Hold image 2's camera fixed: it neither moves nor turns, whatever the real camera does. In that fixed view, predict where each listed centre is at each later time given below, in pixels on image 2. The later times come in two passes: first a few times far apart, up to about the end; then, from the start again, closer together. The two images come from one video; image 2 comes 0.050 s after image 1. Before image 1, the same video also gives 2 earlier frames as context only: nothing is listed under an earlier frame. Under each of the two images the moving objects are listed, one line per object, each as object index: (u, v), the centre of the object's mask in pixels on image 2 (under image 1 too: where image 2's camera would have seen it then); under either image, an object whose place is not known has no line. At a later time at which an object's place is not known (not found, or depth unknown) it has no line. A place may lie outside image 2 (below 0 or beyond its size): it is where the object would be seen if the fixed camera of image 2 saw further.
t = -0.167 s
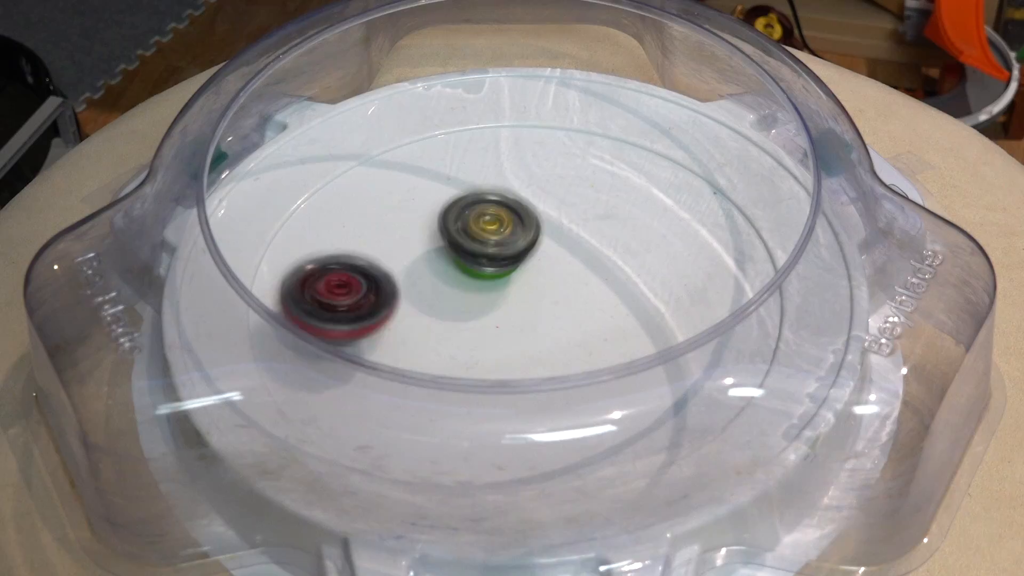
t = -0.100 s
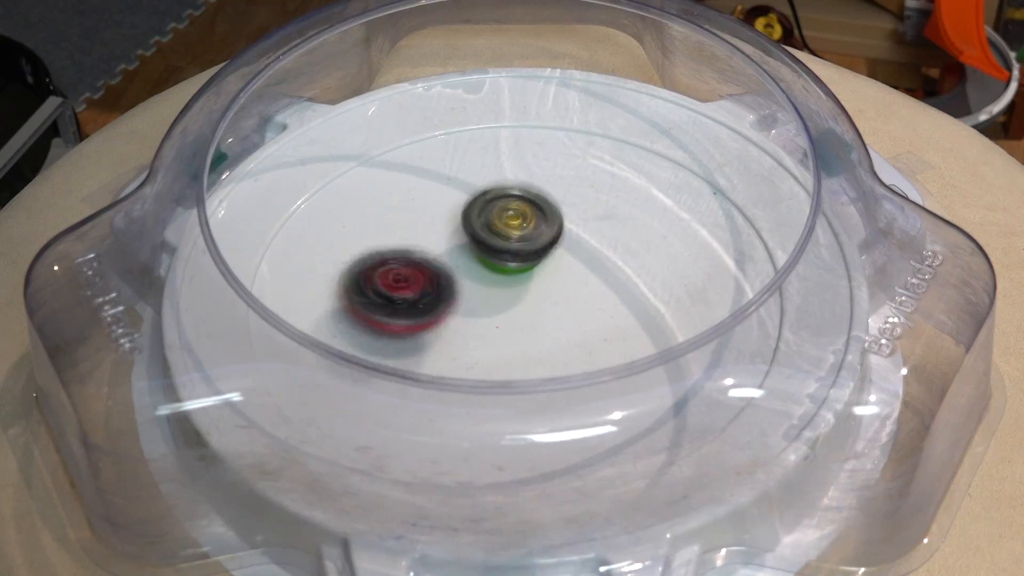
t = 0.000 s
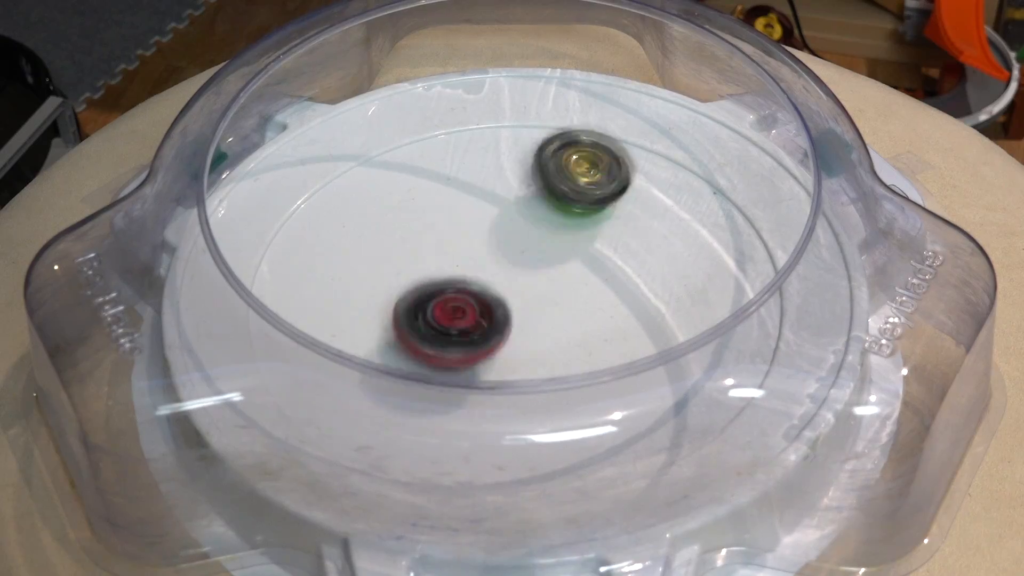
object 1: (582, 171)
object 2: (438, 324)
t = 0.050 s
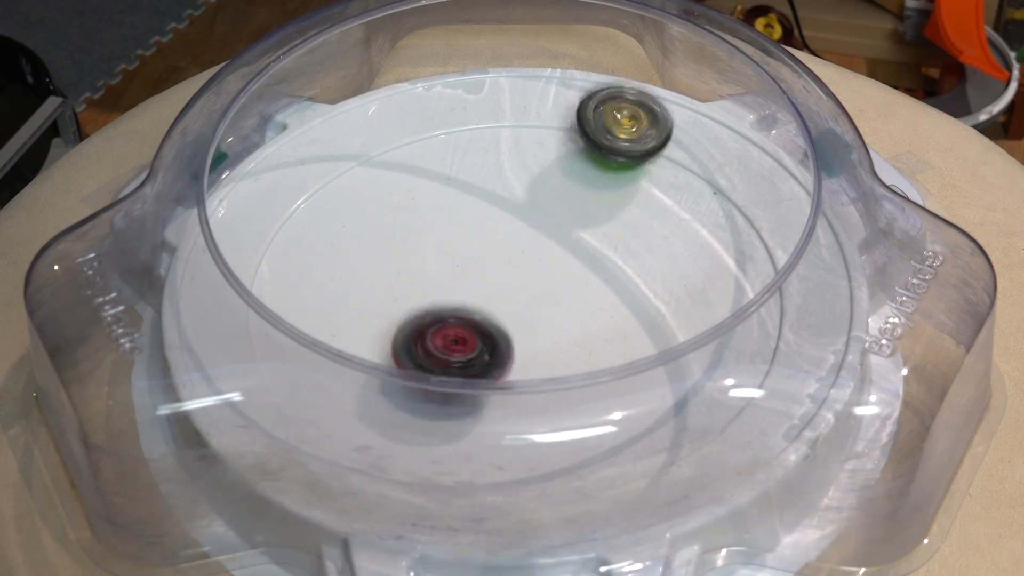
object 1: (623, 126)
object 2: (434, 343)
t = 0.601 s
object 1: (445, 184)
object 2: (446, 426)
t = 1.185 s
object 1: (555, 83)
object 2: (440, 440)
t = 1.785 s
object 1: (539, 160)
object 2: (534, 452)
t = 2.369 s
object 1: (643, 327)
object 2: (531, 200)
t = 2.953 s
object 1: (568, 433)
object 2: (529, 232)
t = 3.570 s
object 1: (368, 357)
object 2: (496, 211)
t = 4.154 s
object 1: (370, 315)
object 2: (520, 298)
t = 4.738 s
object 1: (450, 211)
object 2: (503, 343)
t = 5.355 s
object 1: (647, 232)
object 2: (501, 241)
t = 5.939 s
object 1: (649, 399)
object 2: (383, 251)
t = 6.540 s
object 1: (328, 315)
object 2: (553, 321)
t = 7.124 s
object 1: (485, 228)
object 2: (520, 306)
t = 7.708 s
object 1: (542, 196)
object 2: (461, 296)
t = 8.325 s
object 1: (576, 324)
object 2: (413, 326)
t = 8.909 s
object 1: (469, 367)
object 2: (508, 249)
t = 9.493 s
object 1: (407, 279)
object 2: (551, 264)
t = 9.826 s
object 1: (446, 266)
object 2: (618, 296)
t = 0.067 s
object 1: (631, 112)
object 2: (440, 349)
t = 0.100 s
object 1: (647, 92)
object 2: (437, 371)
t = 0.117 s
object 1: (654, 87)
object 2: (436, 376)
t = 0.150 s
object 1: (643, 91)
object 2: (445, 392)
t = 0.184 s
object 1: (633, 97)
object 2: (445, 396)
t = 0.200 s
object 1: (627, 101)
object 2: (437, 397)
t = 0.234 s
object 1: (610, 112)
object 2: (443, 398)
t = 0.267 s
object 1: (592, 128)
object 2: (442, 395)
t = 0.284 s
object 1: (580, 136)
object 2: (437, 392)
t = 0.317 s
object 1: (558, 153)
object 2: (431, 375)
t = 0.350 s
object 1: (533, 172)
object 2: (424, 363)
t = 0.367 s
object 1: (521, 183)
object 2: (420, 348)
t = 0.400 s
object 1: (497, 203)
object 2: (415, 340)
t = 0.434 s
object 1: (474, 225)
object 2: (419, 333)
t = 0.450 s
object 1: (465, 238)
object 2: (423, 328)
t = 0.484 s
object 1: (452, 235)
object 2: (428, 340)
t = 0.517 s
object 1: (446, 217)
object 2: (440, 373)
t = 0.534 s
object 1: (443, 209)
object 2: (443, 392)
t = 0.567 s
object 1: (443, 194)
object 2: (448, 419)
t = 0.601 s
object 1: (445, 184)
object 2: (446, 426)
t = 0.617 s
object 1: (447, 180)
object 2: (450, 431)
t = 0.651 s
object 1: (452, 176)
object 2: (456, 434)
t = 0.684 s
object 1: (458, 176)
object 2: (461, 435)
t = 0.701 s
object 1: (462, 177)
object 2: (465, 434)
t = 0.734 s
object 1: (467, 181)
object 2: (477, 431)
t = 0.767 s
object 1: (471, 187)
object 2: (495, 423)
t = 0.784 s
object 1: (473, 190)
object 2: (485, 418)
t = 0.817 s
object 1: (481, 197)
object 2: (505, 395)
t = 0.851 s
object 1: (490, 206)
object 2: (502, 368)
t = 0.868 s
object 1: (495, 210)
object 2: (493, 354)
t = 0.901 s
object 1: (506, 219)
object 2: (496, 343)
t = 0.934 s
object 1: (517, 229)
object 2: (497, 320)
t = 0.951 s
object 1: (524, 232)
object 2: (507, 314)
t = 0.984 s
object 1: (538, 197)
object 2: (504, 342)
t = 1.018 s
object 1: (551, 160)
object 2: (490, 358)
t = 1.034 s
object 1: (556, 144)
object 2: (482, 380)
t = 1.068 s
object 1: (562, 116)
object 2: (473, 418)
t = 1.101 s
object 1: (564, 93)
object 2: (462, 427)
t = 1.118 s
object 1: (563, 87)
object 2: (459, 432)
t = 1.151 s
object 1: (561, 86)
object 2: (449, 438)
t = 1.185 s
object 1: (555, 83)
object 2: (440, 440)
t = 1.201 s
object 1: (551, 82)
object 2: (436, 440)
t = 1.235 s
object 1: (546, 85)
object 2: (429, 437)
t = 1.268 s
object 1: (541, 90)
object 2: (427, 430)
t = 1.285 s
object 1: (538, 93)
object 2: (423, 423)
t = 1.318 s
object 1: (533, 105)
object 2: (419, 416)
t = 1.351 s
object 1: (526, 121)
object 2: (431, 395)
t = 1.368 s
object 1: (520, 130)
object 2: (436, 378)
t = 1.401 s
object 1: (511, 150)
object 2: (439, 350)
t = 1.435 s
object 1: (504, 171)
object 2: (451, 339)
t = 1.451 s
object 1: (501, 182)
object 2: (458, 333)
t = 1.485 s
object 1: (497, 207)
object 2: (471, 313)
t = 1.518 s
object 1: (496, 216)
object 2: (487, 319)
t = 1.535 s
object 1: (497, 199)
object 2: (494, 335)
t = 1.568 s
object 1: (500, 177)
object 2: (515, 370)
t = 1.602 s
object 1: (505, 159)
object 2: (515, 403)
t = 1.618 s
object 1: (507, 153)
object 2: (521, 423)
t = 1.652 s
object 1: (512, 144)
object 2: (529, 434)
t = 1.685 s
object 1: (518, 140)
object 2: (534, 446)
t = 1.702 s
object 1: (522, 140)
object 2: (535, 443)
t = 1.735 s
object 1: (528, 146)
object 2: (534, 448)
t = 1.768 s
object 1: (535, 155)
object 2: (534, 453)
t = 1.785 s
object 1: (539, 160)
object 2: (534, 452)
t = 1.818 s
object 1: (545, 173)
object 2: (533, 452)
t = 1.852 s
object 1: (552, 188)
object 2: (530, 448)
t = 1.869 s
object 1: (554, 196)
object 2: (542, 445)
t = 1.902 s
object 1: (562, 211)
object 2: (527, 438)
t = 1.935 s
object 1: (571, 228)
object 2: (508, 428)
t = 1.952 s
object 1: (576, 236)
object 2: (517, 420)
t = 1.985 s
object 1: (586, 252)
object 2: (509, 399)
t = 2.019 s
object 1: (597, 268)
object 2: (498, 376)
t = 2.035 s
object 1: (602, 275)
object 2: (506, 356)
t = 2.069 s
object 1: (613, 289)
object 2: (502, 342)
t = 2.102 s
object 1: (623, 300)
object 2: (501, 322)
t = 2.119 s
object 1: (626, 306)
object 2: (500, 310)
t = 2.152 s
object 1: (632, 313)
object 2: (500, 291)
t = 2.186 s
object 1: (637, 317)
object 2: (505, 270)
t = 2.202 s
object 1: (638, 320)
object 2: (508, 259)
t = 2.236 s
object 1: (641, 321)
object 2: (515, 239)
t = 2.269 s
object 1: (643, 324)
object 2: (511, 228)
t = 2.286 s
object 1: (643, 325)
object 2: (529, 215)
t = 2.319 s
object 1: (646, 335)
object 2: (538, 209)
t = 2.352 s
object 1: (646, 337)
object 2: (531, 207)
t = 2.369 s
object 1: (643, 327)
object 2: (531, 200)
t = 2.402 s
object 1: (641, 328)
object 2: (551, 196)
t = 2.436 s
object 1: (638, 329)
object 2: (539, 207)
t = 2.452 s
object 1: (635, 329)
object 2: (540, 205)
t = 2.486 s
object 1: (629, 330)
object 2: (545, 214)
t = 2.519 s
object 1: (621, 330)
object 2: (543, 235)
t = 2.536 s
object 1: (617, 331)
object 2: (545, 233)
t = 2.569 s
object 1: (608, 332)
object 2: (552, 246)
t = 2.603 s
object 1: (599, 335)
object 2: (548, 265)
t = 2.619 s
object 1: (600, 353)
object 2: (546, 253)
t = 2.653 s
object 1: (596, 371)
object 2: (540, 245)
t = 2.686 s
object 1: (590, 399)
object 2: (534, 231)
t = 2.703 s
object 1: (588, 415)
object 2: (532, 226)
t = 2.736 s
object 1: (588, 422)
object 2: (526, 228)
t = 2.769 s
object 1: (588, 427)
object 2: (528, 216)
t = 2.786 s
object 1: (586, 429)
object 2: (523, 220)
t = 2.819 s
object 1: (583, 432)
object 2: (522, 214)
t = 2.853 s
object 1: (582, 435)
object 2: (528, 218)
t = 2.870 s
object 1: (579, 434)
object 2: (527, 222)
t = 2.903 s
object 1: (574, 434)
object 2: (527, 221)
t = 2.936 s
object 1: (570, 434)
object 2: (532, 232)
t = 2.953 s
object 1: (568, 433)
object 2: (529, 232)
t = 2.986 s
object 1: (560, 430)
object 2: (537, 244)
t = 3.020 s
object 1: (551, 425)
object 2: (528, 248)
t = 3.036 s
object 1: (546, 423)
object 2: (532, 252)
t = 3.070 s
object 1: (535, 420)
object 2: (523, 261)
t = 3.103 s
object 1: (527, 404)
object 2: (519, 264)
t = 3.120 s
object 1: (521, 397)
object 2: (514, 266)
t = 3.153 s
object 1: (510, 381)
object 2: (499, 273)
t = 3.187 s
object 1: (496, 367)
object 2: (492, 273)
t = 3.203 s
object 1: (490, 354)
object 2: (482, 274)
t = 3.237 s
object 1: (472, 355)
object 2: (478, 261)
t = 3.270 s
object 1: (455, 365)
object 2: (477, 244)
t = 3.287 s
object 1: (446, 365)
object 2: (476, 240)
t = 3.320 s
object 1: (429, 367)
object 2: (477, 228)
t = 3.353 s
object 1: (413, 369)
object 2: (480, 221)
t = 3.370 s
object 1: (403, 368)
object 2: (482, 216)
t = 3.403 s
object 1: (393, 366)
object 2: (486, 211)
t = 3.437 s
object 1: (381, 365)
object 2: (488, 208)
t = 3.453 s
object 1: (380, 368)
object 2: (490, 204)
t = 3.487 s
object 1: (374, 362)
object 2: (491, 206)
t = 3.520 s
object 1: (371, 361)
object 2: (494, 205)
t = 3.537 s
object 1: (368, 362)
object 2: (494, 207)
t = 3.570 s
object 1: (368, 357)
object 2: (496, 211)
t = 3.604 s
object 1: (371, 349)
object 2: (485, 220)
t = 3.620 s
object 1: (370, 345)
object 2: (483, 223)
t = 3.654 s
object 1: (375, 332)
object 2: (470, 236)
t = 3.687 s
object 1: (375, 337)
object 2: (464, 246)
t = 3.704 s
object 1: (380, 327)
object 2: (455, 252)
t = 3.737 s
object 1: (378, 323)
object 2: (444, 257)
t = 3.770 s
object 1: (361, 323)
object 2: (464, 246)
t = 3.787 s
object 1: (352, 322)
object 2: (476, 241)
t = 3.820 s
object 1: (337, 332)
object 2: (491, 229)
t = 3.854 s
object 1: (323, 333)
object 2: (510, 221)
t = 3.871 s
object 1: (320, 334)
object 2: (511, 217)
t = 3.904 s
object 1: (313, 334)
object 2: (523, 215)
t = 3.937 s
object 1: (310, 333)
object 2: (540, 215)
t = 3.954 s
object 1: (310, 333)
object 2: (538, 216)
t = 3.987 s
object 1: (314, 331)
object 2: (548, 223)
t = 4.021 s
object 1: (322, 330)
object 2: (543, 234)
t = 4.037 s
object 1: (326, 326)
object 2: (551, 242)
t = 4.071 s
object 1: (341, 318)
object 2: (542, 256)
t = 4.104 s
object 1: (351, 318)
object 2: (540, 274)
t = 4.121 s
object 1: (357, 316)
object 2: (531, 281)
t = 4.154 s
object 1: (370, 315)
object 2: (520, 298)
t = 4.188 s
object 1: (386, 310)
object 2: (508, 308)
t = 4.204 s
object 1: (396, 308)
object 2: (506, 315)
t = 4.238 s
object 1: (389, 292)
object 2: (525, 324)
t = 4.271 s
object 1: (372, 276)
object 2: (558, 329)
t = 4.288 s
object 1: (367, 268)
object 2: (575, 334)
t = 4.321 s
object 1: (358, 254)
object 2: (605, 334)
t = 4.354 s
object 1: (354, 243)
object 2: (621, 335)
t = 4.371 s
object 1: (354, 238)
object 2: (631, 336)
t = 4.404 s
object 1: (352, 228)
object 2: (640, 336)
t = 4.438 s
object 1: (354, 221)
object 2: (647, 350)
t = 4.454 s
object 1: (356, 216)
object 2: (649, 348)
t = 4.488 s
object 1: (360, 212)
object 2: (639, 347)
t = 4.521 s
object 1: (368, 209)
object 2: (626, 340)
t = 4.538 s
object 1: (371, 207)
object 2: (621, 340)
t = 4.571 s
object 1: (380, 206)
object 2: (612, 351)
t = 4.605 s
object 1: (392, 206)
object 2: (588, 345)
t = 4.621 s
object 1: (397, 205)
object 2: (574, 345)
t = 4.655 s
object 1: (412, 206)
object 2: (553, 346)
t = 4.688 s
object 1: (428, 207)
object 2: (534, 346)
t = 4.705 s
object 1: (434, 208)
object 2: (520, 345)
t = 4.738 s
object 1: (450, 211)
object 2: (503, 343)
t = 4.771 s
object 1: (467, 212)
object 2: (490, 340)
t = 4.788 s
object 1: (476, 214)
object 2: (481, 337)
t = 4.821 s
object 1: (494, 217)
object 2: (472, 327)
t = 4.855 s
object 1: (509, 219)
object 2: (469, 316)
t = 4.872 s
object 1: (520, 221)
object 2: (461, 310)
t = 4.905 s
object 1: (537, 221)
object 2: (461, 298)
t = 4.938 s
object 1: (559, 218)
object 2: (456, 291)
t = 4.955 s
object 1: (570, 214)
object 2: (450, 293)
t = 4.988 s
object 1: (592, 207)
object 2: (438, 292)
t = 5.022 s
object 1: (609, 203)
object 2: (439, 293)
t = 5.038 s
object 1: (618, 202)
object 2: (437, 294)
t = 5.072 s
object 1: (631, 198)
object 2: (440, 296)
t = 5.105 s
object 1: (644, 197)
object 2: (447, 292)
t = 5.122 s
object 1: (647, 195)
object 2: (450, 288)
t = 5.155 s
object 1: (653, 197)
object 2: (452, 284)
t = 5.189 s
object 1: (657, 198)
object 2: (463, 277)
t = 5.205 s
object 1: (659, 202)
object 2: (469, 270)
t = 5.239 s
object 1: (661, 206)
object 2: (477, 264)
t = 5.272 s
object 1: (658, 211)
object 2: (483, 258)
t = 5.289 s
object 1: (656, 215)
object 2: (495, 253)
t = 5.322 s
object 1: (651, 223)
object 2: (501, 247)
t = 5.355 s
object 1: (647, 232)
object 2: (501, 241)
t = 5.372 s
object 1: (645, 237)
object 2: (508, 242)
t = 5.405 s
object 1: (638, 247)
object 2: (511, 239)
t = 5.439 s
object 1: (631, 258)
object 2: (506, 239)
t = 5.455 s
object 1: (627, 265)
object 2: (500, 242)
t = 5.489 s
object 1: (621, 276)
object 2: (498, 248)
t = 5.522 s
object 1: (614, 287)
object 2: (493, 256)
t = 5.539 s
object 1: (610, 293)
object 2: (487, 263)
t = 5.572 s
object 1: (603, 305)
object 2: (481, 277)
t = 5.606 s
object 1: (619, 318)
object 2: (451, 281)
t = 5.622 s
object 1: (625, 322)
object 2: (431, 280)
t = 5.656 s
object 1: (635, 328)
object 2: (405, 284)
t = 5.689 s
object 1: (648, 350)
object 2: (387, 286)
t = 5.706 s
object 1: (654, 354)
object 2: (379, 281)
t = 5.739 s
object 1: (660, 366)
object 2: (371, 281)
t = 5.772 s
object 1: (666, 373)
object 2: (364, 277)
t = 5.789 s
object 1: (666, 375)
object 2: (363, 278)
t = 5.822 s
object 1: (668, 383)
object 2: (364, 274)
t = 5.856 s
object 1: (666, 393)
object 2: (368, 268)
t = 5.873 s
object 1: (664, 394)
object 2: (365, 265)
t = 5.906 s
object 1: (656, 397)
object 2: (375, 259)
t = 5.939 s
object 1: (649, 399)
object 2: (383, 251)
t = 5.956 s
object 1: (644, 399)
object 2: (396, 247)
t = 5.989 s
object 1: (631, 392)
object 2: (407, 240)
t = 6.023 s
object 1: (616, 391)
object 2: (426, 236)
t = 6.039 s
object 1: (610, 390)
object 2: (438, 235)
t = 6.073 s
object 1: (592, 387)
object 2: (456, 231)
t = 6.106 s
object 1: (579, 388)
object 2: (469, 228)
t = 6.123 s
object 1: (565, 376)
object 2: (480, 227)
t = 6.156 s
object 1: (548, 376)
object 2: (487, 227)
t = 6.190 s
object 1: (529, 372)
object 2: (496, 229)
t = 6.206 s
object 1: (518, 368)
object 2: (501, 233)
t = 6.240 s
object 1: (500, 362)
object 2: (505, 240)
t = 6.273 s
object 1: (480, 361)
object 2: (507, 249)
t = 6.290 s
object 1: (475, 349)
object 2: (506, 253)
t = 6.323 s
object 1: (454, 349)
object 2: (505, 265)
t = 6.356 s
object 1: (439, 343)
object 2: (506, 280)
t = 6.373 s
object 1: (429, 340)
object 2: (510, 290)
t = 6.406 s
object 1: (407, 335)
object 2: (520, 300)
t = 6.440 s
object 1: (383, 333)
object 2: (535, 306)
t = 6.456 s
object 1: (372, 328)
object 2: (534, 308)
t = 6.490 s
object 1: (352, 324)
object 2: (541, 313)
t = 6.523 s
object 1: (334, 318)
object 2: (546, 318)
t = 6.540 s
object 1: (328, 315)
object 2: (553, 321)
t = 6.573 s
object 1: (315, 309)
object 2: (549, 324)
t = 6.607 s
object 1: (307, 303)
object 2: (545, 326)
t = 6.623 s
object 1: (303, 300)
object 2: (547, 325)
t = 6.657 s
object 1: (299, 296)
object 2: (542, 325)
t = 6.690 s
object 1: (295, 292)
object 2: (533, 324)
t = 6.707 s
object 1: (296, 290)
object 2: (527, 325)
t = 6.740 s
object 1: (298, 287)
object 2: (520, 324)
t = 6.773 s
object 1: (305, 285)
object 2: (512, 322)
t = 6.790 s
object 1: (308, 283)
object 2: (514, 321)
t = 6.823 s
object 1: (320, 279)
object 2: (508, 319)
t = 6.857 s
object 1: (333, 274)
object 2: (501, 318)
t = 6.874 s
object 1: (343, 272)
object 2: (491, 318)
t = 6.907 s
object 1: (360, 268)
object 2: (488, 315)
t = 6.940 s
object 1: (378, 261)
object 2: (486, 312)
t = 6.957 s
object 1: (389, 261)
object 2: (488, 315)
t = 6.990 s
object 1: (409, 254)
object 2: (491, 315)
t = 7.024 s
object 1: (429, 250)
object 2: (498, 312)
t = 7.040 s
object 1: (438, 247)
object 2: (500, 310)
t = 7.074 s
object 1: (457, 240)
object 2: (506, 310)
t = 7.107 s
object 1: (477, 232)
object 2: (515, 307)
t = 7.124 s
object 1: (485, 228)
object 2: (520, 306)
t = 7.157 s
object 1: (504, 221)
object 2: (526, 298)
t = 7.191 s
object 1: (520, 211)
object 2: (540, 293)
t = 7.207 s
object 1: (527, 207)
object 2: (543, 290)
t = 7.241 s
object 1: (542, 198)
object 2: (543, 282)
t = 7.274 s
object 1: (553, 188)
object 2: (544, 274)
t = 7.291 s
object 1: (557, 184)
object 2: (544, 270)
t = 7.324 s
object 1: (566, 177)
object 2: (547, 264)
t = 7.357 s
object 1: (569, 169)
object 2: (542, 257)
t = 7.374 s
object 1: (569, 165)
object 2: (536, 252)
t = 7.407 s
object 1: (571, 158)
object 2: (526, 249)
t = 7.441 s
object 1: (571, 154)
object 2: (515, 248)
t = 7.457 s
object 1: (569, 154)
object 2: (506, 246)
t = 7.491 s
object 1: (564, 152)
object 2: (496, 249)
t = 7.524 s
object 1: (562, 151)
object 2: (488, 253)
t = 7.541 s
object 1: (563, 153)
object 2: (476, 255)
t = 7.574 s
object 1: (557, 158)
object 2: (464, 263)
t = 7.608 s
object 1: (552, 164)
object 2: (455, 271)
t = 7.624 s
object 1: (551, 168)
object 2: (456, 275)
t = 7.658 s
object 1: (549, 179)
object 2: (453, 285)
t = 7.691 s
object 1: (544, 190)
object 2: (456, 294)
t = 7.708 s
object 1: (542, 196)
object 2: (461, 296)
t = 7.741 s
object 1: (538, 208)
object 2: (468, 303)
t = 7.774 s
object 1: (537, 220)
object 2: (475, 310)
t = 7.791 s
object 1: (535, 226)
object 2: (481, 310)
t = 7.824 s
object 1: (535, 237)
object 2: (492, 315)
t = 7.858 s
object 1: (538, 243)
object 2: (495, 329)
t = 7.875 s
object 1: (540, 246)
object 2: (495, 333)
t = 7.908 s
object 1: (547, 253)
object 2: (499, 335)
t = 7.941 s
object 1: (554, 259)
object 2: (495, 339)
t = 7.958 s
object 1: (556, 262)
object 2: (498, 340)
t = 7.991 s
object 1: (560, 269)
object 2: (500, 340)
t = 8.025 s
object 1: (562, 276)
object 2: (501, 341)
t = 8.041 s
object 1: (565, 278)
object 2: (488, 339)
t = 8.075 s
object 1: (573, 278)
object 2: (481, 344)
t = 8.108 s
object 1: (580, 278)
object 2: (470, 347)
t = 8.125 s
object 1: (583, 279)
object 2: (454, 344)
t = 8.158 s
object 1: (585, 284)
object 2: (444, 344)
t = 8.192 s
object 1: (586, 290)
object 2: (438, 343)
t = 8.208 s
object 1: (585, 295)
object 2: (431, 340)
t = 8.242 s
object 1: (584, 303)
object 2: (431, 337)
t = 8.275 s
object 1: (581, 312)
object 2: (425, 335)
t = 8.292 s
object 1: (580, 316)
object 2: (414, 330)
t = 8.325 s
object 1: (576, 324)
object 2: (413, 326)
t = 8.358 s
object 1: (572, 330)
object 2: (411, 321)
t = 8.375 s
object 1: (569, 331)
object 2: (410, 319)
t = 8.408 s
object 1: (565, 336)
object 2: (418, 315)
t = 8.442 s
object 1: (558, 340)
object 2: (422, 312)
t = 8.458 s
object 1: (555, 342)
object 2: (427, 310)
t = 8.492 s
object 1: (548, 345)
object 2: (441, 310)
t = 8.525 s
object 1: (544, 350)
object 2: (438, 304)
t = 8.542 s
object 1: (548, 363)
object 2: (443, 293)
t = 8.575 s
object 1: (551, 375)
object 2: (432, 286)
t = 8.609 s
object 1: (550, 378)
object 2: (432, 275)
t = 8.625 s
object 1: (546, 378)
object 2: (437, 270)
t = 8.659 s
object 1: (539, 379)
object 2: (437, 263)
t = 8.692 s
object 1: (530, 380)
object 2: (443, 255)
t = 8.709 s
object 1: (526, 380)
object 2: (448, 253)
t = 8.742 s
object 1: (517, 381)
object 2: (453, 251)
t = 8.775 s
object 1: (509, 381)
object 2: (469, 244)
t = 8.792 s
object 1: (503, 380)
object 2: (466, 250)
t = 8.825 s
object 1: (493, 377)
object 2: (481, 244)
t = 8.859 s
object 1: (483, 372)
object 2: (492, 248)
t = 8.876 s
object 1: (478, 370)
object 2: (497, 248)
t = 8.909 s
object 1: (469, 367)
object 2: (508, 249)
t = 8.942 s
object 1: (460, 360)
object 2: (510, 251)
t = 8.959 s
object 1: (458, 350)
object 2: (516, 250)
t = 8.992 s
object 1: (451, 345)
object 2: (522, 255)
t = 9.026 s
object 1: (446, 339)
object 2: (531, 251)
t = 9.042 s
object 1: (442, 336)
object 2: (533, 253)
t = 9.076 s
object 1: (438, 333)
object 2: (534, 250)
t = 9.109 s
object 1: (435, 326)
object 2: (539, 252)
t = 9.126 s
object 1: (435, 322)
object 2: (530, 250)
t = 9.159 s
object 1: (433, 313)
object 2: (534, 256)
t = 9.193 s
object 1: (433, 305)
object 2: (527, 261)
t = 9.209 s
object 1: (434, 300)
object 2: (530, 262)
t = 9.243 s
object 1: (434, 292)
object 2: (522, 266)
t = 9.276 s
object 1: (418, 290)
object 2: (531, 262)
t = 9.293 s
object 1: (411, 289)
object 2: (539, 257)
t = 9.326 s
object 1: (399, 290)
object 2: (558, 254)
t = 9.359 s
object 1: (394, 289)
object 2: (553, 253)
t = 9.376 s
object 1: (393, 288)
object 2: (564, 252)
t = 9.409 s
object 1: (395, 287)
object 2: (553, 255)
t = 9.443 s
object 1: (399, 284)
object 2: (562, 254)
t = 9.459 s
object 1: (402, 283)
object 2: (550, 262)
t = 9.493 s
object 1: (407, 279)
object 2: (551, 264)
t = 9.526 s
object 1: (415, 277)
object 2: (543, 275)
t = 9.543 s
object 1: (419, 276)
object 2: (541, 274)
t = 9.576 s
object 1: (428, 273)
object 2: (534, 282)
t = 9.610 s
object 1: (430, 271)
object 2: (534, 284)
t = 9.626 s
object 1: (425, 269)
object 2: (557, 280)
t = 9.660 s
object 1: (420, 267)
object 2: (566, 294)
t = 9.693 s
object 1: (420, 266)
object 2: (585, 291)
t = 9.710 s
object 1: (422, 266)
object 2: (593, 294)
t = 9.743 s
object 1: (428, 267)
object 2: (606, 295)
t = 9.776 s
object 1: (435, 266)
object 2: (608, 293)
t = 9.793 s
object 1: (438, 265)
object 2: (609, 299)
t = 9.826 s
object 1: (446, 266)
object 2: (618, 296)
